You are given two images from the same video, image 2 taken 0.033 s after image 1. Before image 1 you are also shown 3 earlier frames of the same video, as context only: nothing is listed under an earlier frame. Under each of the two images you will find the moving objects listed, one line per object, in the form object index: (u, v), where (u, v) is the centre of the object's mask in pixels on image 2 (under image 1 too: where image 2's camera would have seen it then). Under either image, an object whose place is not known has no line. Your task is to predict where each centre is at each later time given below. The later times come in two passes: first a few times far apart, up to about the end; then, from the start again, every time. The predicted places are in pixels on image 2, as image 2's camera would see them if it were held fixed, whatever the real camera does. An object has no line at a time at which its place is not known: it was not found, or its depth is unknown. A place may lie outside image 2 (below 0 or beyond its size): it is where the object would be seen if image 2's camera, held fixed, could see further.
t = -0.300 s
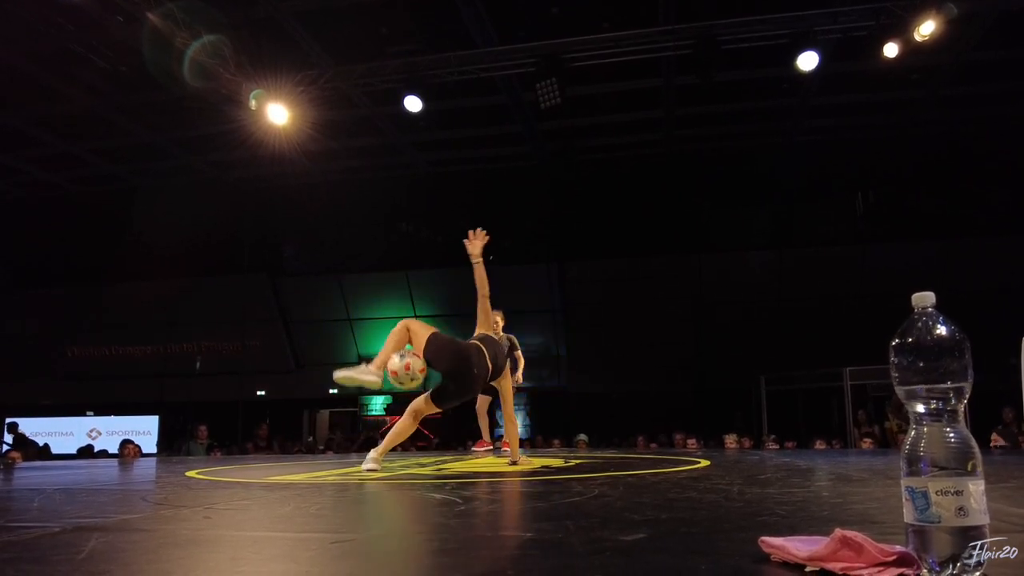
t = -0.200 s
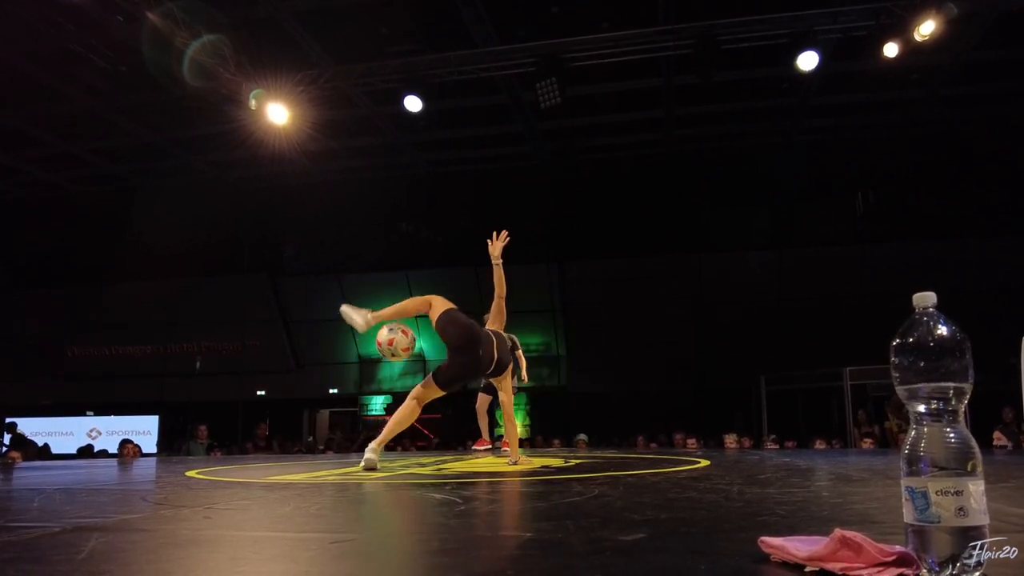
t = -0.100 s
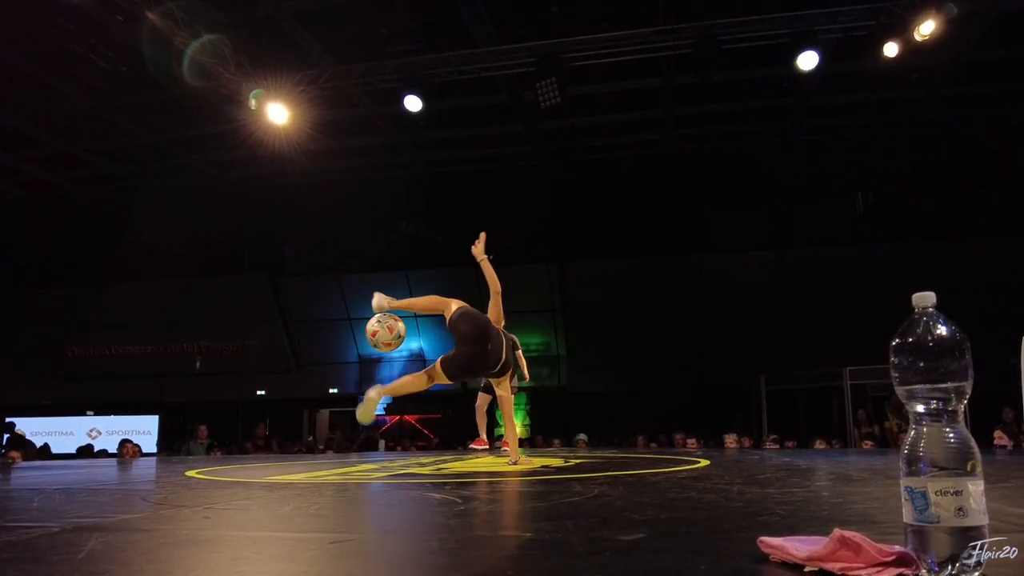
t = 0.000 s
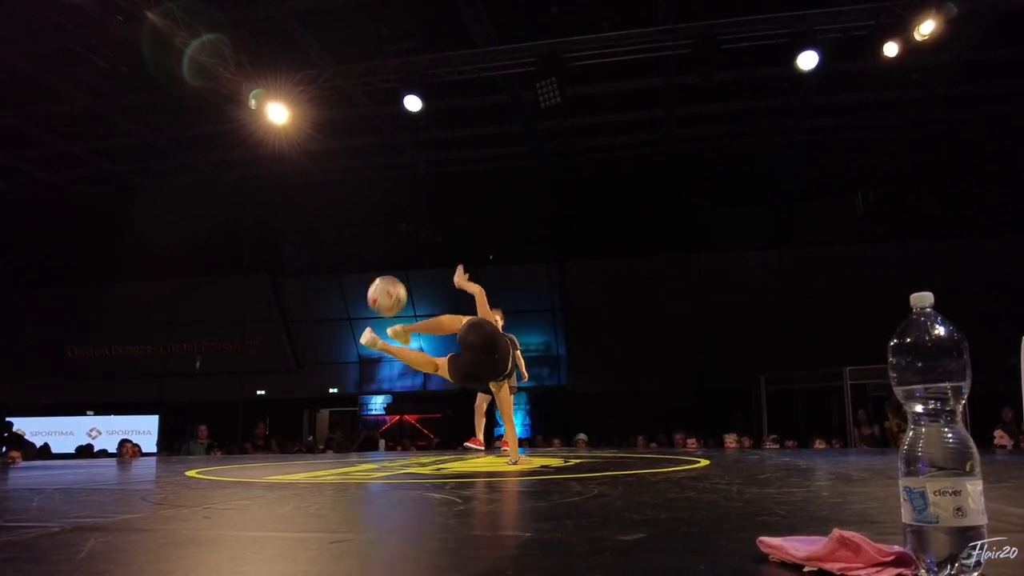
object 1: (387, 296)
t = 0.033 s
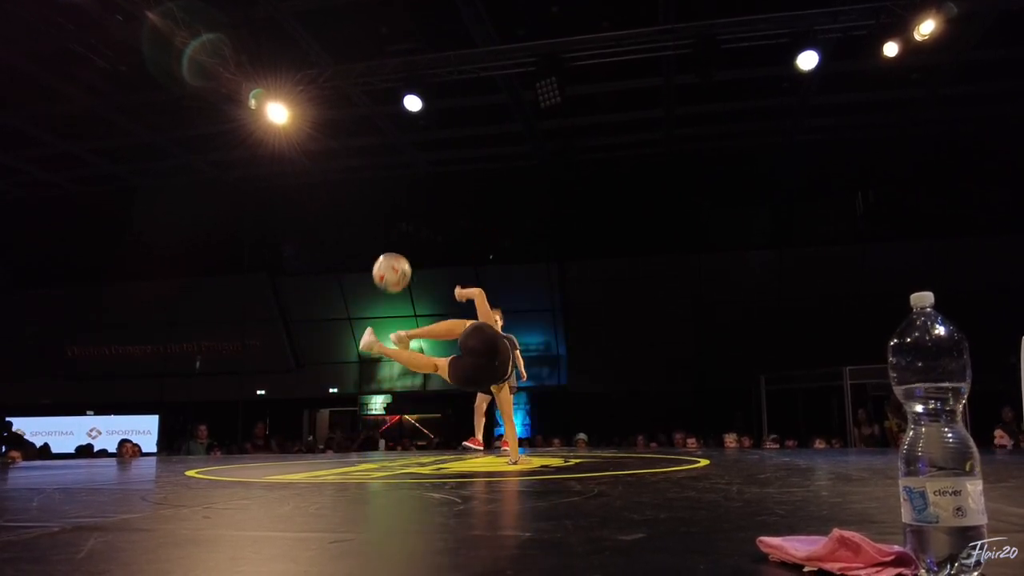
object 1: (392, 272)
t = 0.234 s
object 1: (417, 178)
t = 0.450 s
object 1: (440, 152)
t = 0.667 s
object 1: (460, 188)
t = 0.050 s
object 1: (394, 261)
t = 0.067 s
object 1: (396, 251)
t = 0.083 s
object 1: (399, 241)
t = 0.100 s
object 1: (401, 232)
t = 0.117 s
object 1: (403, 223)
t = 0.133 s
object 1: (405, 215)
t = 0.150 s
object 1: (407, 208)
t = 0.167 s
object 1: (409, 201)
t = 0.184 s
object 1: (411, 194)
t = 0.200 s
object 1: (413, 188)
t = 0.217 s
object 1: (415, 183)
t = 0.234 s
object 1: (417, 178)
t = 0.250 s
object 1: (419, 174)
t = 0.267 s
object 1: (421, 170)
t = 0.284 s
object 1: (423, 166)
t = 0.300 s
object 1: (425, 163)
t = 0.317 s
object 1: (427, 160)
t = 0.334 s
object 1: (428, 158)
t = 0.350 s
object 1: (430, 156)
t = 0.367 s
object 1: (432, 154)
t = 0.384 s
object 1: (433, 153)
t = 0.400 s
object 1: (435, 152)
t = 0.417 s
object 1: (437, 152)
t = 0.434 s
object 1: (438, 152)
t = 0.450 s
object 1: (440, 152)
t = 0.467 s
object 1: (442, 153)
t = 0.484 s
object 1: (443, 154)
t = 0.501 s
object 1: (445, 156)
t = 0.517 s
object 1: (446, 158)
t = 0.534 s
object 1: (448, 159)
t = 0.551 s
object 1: (449, 162)
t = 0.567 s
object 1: (451, 164)
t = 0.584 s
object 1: (452, 168)
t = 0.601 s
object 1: (454, 171)
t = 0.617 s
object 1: (455, 175)
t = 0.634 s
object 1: (457, 179)
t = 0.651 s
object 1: (458, 183)
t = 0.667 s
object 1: (460, 188)
